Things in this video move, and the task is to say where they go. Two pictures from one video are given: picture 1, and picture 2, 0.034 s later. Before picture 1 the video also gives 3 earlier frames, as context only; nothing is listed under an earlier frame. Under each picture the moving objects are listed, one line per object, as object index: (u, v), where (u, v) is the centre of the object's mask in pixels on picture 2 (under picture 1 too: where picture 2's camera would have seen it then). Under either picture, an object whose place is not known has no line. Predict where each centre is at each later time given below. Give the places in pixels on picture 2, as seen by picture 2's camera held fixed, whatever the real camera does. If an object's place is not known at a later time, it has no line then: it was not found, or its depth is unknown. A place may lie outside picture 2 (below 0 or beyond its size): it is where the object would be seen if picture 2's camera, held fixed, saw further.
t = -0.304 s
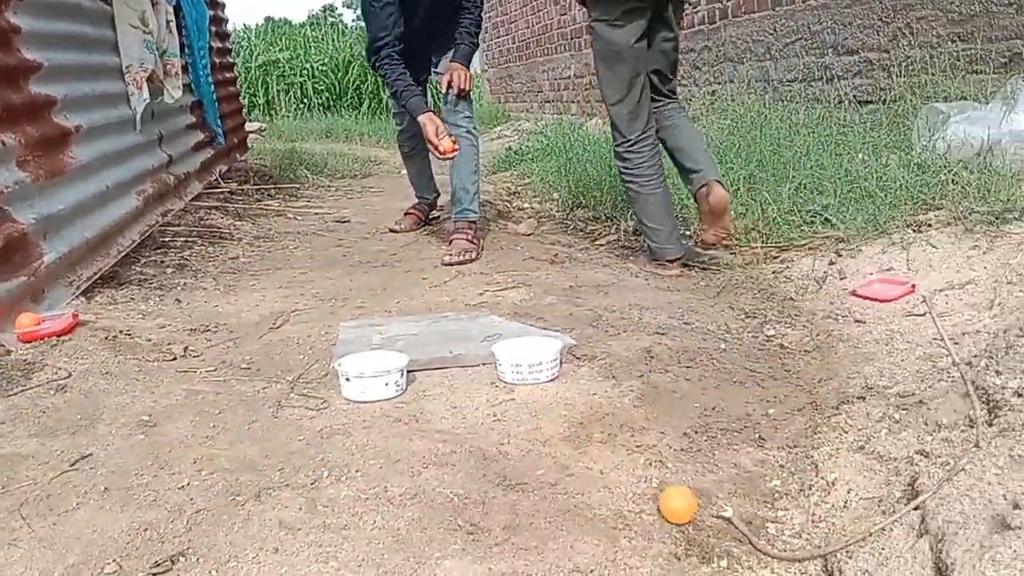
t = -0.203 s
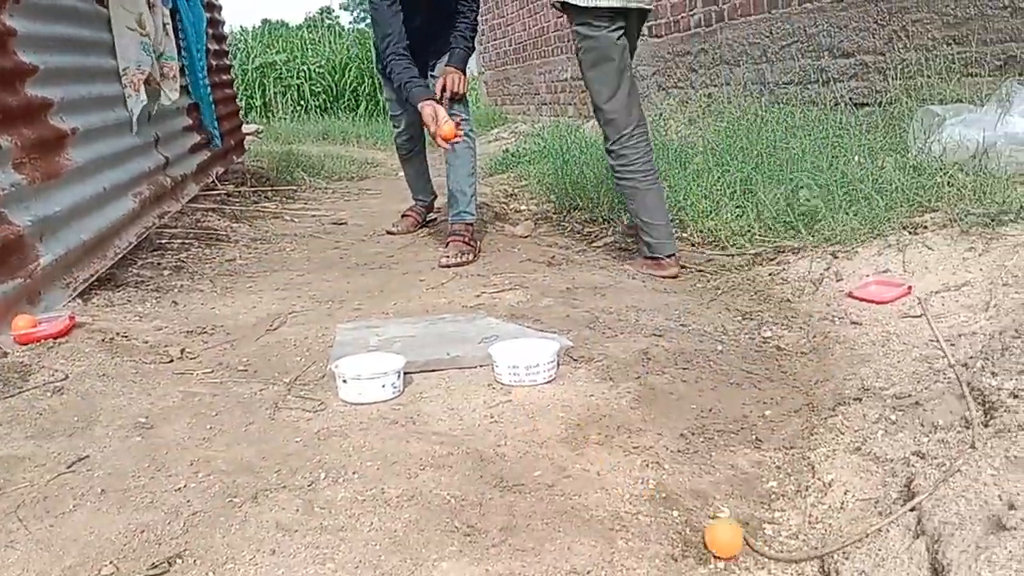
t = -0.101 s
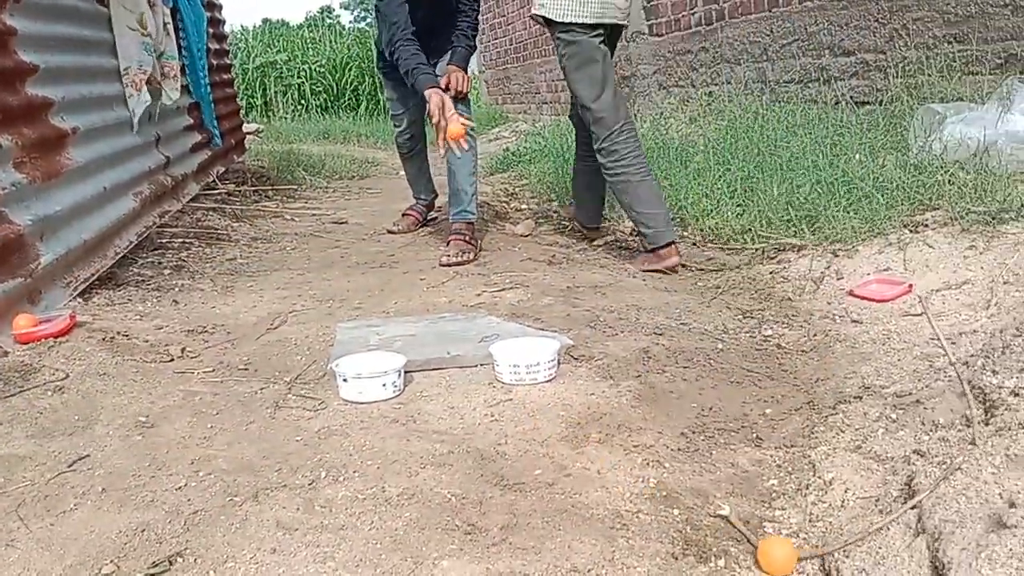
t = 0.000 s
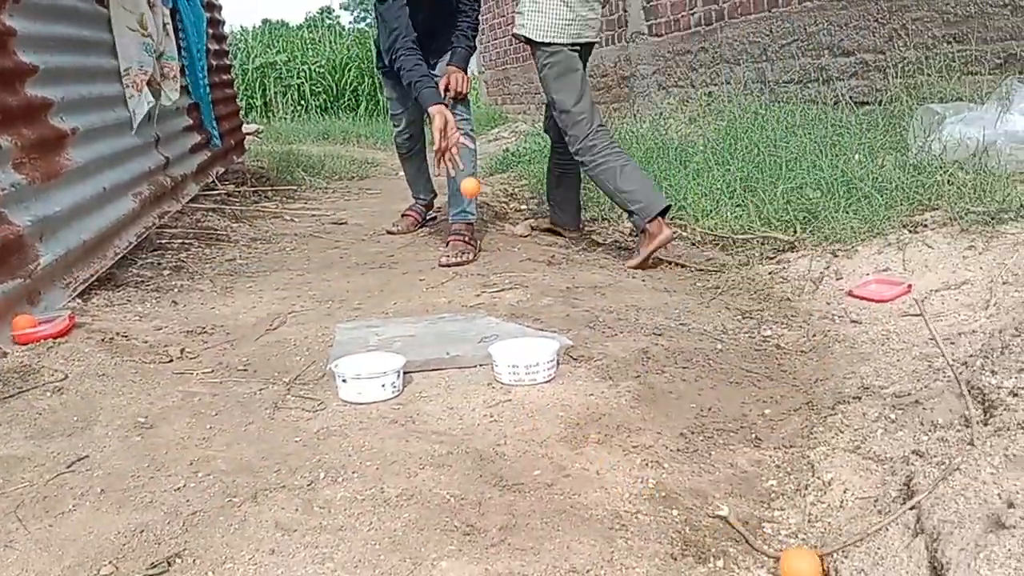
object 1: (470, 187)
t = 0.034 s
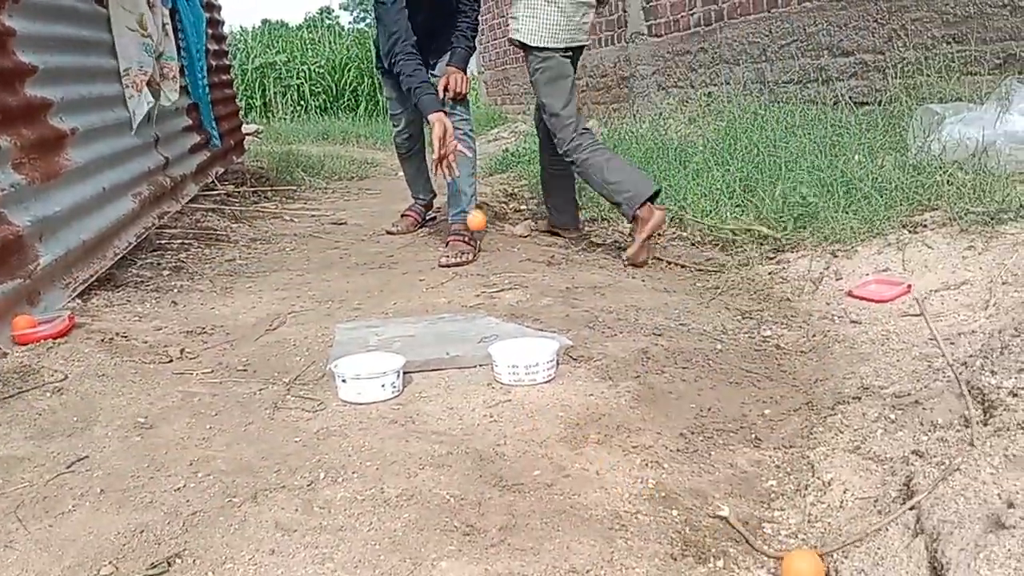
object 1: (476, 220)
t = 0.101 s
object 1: (494, 310)
